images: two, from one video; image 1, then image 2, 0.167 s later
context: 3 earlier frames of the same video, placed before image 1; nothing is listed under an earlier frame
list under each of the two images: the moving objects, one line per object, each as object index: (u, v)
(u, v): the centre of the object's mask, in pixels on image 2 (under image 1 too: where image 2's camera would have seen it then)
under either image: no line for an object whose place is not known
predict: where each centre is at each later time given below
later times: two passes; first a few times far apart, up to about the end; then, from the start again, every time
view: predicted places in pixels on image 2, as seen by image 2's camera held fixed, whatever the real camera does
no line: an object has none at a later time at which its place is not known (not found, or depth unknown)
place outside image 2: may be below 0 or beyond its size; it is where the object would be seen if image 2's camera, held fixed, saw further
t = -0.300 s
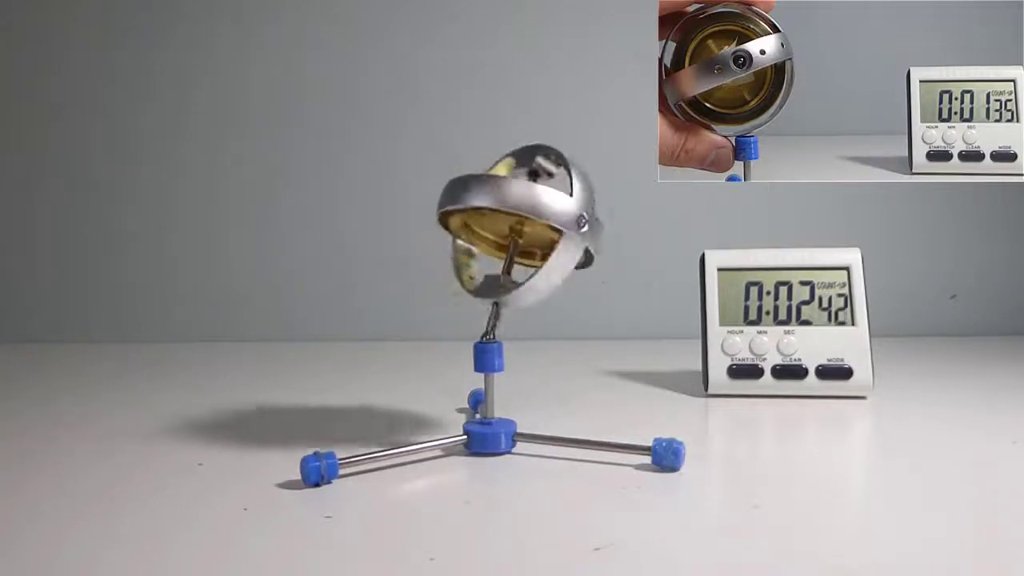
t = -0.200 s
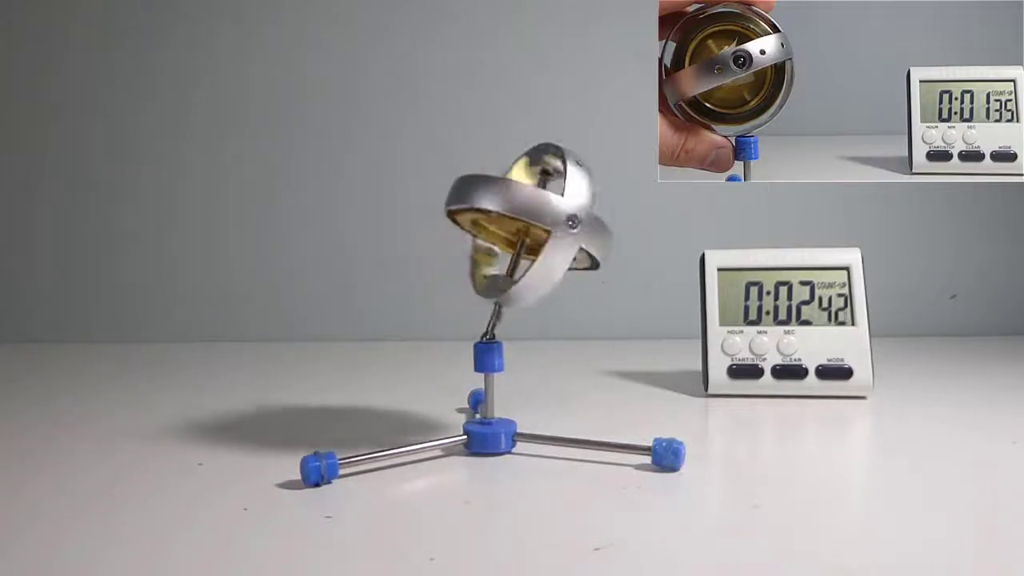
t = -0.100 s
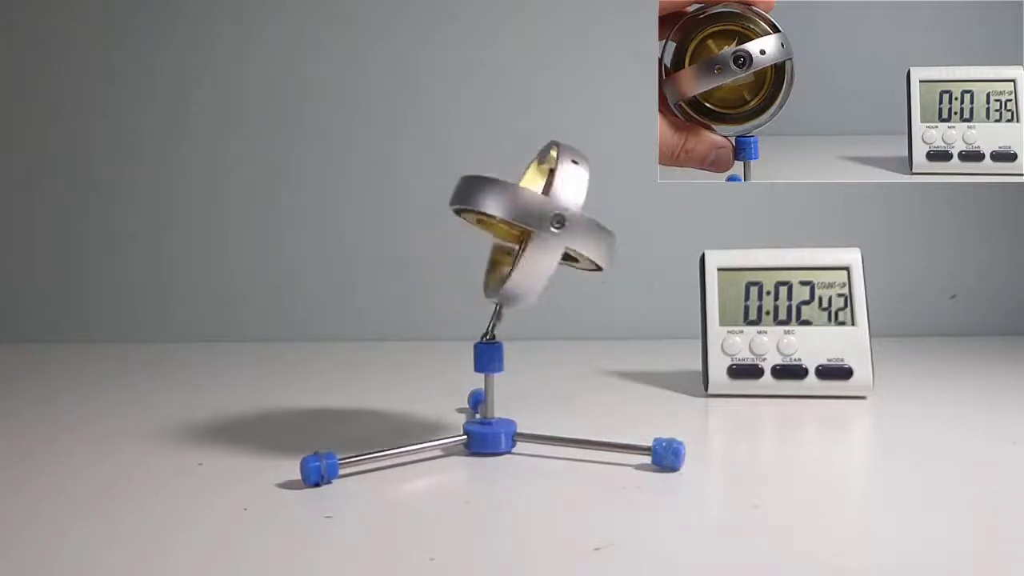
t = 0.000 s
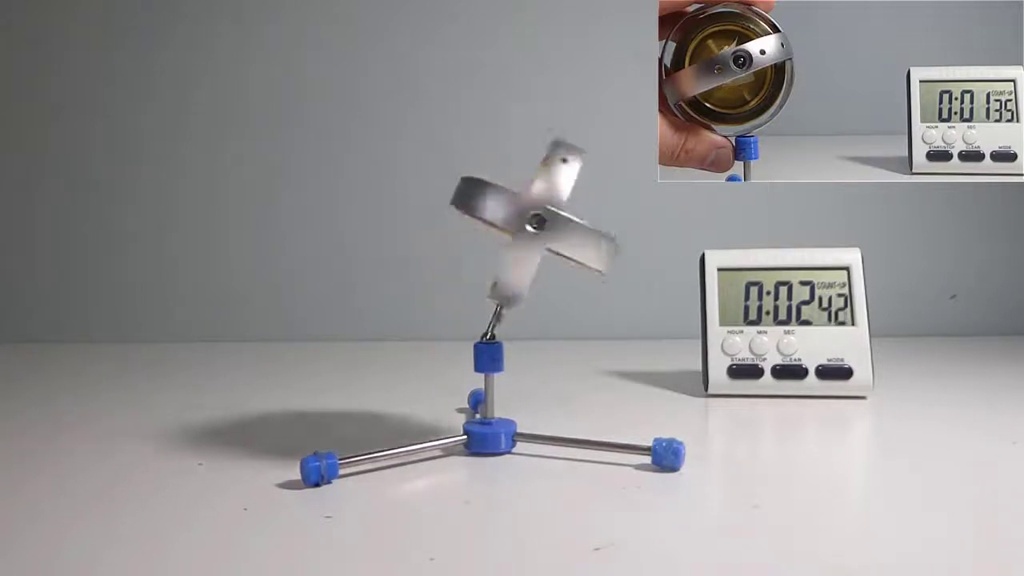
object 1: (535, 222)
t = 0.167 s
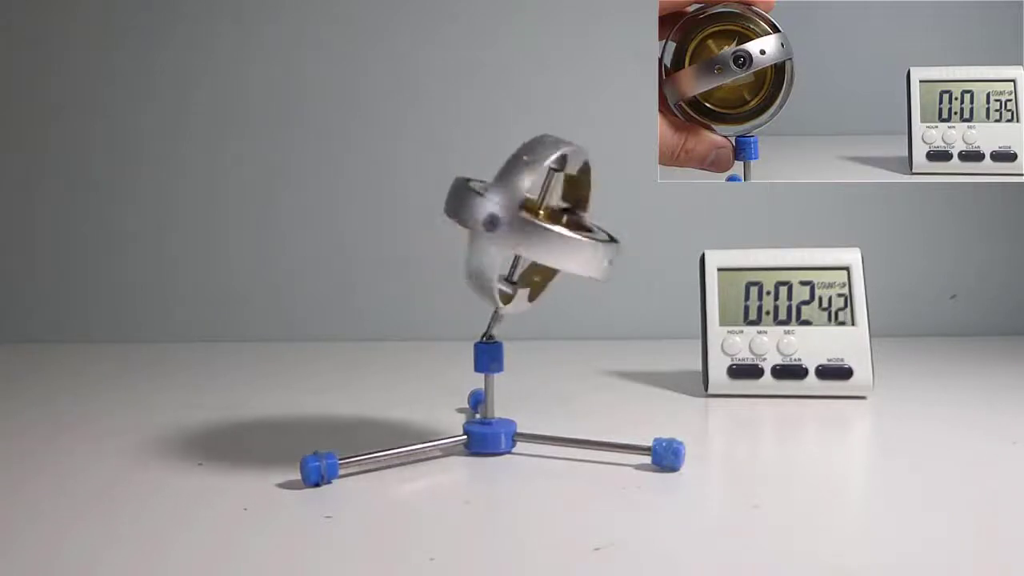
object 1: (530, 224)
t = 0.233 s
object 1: (525, 224)
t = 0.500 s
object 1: (498, 223)
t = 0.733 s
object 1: (467, 222)
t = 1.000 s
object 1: (442, 225)
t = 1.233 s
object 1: (434, 225)
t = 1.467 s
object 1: (449, 225)
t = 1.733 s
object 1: (478, 225)
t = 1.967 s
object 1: (507, 225)
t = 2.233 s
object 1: (531, 223)
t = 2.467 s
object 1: (532, 222)
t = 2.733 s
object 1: (515, 222)
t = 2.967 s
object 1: (487, 222)
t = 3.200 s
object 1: (459, 223)
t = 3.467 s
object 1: (436, 225)
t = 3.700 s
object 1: (439, 223)
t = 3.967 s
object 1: (463, 224)
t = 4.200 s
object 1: (492, 225)
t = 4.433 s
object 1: (517, 224)
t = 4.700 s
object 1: (531, 221)
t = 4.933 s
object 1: (526, 222)
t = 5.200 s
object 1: (503, 221)
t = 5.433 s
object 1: (472, 221)
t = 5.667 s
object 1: (449, 225)
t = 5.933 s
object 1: (436, 223)
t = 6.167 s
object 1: (450, 224)
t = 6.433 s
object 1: (479, 225)
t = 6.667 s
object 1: (506, 223)
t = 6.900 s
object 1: (525, 222)
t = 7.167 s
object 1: (528, 223)
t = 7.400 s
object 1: (517, 222)
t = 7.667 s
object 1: (486, 221)
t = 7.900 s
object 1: (458, 225)
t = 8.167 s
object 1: (437, 223)
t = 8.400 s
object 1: (444, 224)
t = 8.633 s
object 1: (465, 224)
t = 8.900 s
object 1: (496, 221)
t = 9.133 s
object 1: (517, 222)
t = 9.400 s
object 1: (530, 221)
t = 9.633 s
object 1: (524, 220)
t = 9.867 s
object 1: (500, 222)
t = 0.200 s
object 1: (528, 224)
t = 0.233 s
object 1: (525, 224)
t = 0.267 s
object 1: (523, 223)
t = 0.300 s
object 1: (520, 224)
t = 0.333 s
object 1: (517, 223)
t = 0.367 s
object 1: (514, 223)
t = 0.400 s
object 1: (510, 222)
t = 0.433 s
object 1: (507, 223)
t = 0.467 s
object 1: (502, 223)
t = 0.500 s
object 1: (498, 223)
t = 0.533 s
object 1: (494, 223)
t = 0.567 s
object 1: (490, 223)
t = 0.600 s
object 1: (486, 222)
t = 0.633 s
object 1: (481, 222)
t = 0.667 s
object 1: (477, 222)
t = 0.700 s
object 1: (473, 222)
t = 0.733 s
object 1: (467, 222)
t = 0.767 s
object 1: (463, 222)
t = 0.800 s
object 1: (460, 223)
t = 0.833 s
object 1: (456, 223)
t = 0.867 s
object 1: (453, 223)
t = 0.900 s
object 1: (450, 224)
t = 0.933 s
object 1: (447, 224)
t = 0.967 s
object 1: (445, 225)
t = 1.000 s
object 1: (442, 225)
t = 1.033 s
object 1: (440, 226)
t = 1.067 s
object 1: (439, 226)
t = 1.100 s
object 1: (436, 227)
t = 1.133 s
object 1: (435, 227)
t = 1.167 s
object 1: (434, 226)
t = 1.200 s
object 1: (434, 225)
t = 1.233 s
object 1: (434, 225)
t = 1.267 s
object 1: (435, 225)
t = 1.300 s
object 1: (436, 225)
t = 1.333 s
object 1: (437, 226)
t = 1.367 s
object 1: (440, 223)
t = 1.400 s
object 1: (443, 224)
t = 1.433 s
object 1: (446, 225)
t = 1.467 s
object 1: (449, 225)
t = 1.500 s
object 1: (452, 225)
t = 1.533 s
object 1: (455, 224)
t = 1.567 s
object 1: (459, 225)
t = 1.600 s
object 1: (462, 225)
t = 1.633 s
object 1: (466, 225)
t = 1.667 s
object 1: (469, 225)
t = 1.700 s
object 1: (473, 224)
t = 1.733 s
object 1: (478, 225)
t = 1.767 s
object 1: (482, 226)
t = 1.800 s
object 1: (486, 224)
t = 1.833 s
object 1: (491, 224)
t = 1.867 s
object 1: (495, 224)
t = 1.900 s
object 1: (500, 226)
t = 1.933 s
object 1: (503, 225)
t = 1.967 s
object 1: (507, 225)
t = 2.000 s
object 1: (511, 225)
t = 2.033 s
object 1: (514, 225)
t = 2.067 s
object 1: (518, 224)
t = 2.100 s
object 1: (521, 225)
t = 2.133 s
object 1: (524, 224)
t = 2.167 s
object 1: (527, 224)
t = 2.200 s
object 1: (529, 223)
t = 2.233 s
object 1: (531, 223)
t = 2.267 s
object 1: (533, 223)
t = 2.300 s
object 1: (534, 222)
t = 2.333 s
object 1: (534, 221)
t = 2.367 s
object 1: (533, 223)
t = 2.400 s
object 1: (534, 223)
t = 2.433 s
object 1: (533, 223)
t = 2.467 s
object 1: (532, 222)
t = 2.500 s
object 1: (531, 223)
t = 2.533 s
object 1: (529, 223)
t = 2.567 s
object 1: (528, 223)
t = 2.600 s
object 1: (526, 223)
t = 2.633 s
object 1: (523, 223)
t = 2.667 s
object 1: (521, 222)
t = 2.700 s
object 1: (518, 222)
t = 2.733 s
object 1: (515, 222)
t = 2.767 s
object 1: (512, 222)
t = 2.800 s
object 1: (508, 222)
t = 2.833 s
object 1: (504, 222)
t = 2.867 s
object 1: (500, 222)
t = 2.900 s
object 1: (496, 222)
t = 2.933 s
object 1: (491, 222)
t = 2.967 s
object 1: (487, 222)
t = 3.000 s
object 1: (483, 221)
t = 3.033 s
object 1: (478, 221)
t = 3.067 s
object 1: (473, 220)
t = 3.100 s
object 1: (468, 221)
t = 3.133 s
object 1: (465, 222)
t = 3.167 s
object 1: (461, 222)
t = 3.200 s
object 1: (459, 223)
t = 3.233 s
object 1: (455, 223)
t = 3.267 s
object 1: (452, 224)
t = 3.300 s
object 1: (449, 224)
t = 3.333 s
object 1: (446, 225)
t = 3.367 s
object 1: (444, 224)
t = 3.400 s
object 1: (441, 225)
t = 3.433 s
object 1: (439, 226)
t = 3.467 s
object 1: (436, 225)
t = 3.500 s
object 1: (436, 225)
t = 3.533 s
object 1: (435, 225)
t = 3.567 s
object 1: (434, 225)
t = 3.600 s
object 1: (435, 224)
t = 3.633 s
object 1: (436, 224)
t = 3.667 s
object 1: (437, 222)
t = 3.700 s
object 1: (439, 223)
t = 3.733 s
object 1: (442, 224)
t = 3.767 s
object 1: (444, 224)
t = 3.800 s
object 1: (447, 224)
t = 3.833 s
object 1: (450, 224)
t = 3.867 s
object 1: (453, 224)
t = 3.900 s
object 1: (456, 225)
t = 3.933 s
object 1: (460, 225)
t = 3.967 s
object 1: (463, 224)
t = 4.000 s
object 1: (467, 224)
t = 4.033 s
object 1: (471, 225)
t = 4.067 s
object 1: (474, 224)
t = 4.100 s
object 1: (479, 224)
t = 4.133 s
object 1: (483, 223)
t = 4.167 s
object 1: (487, 224)
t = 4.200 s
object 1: (492, 225)
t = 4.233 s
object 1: (496, 225)
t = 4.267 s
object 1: (499, 225)
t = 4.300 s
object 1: (503, 224)
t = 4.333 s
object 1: (507, 224)
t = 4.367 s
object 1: (510, 224)
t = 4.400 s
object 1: (514, 224)
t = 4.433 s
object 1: (517, 224)
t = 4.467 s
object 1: (521, 223)
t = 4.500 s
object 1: (523, 223)
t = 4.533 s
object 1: (525, 222)
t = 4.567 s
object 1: (528, 222)
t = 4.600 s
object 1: (529, 221)
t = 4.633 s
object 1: (530, 221)
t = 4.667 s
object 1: (531, 221)
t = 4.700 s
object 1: (531, 221)
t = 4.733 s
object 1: (530, 221)
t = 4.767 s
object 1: (531, 221)
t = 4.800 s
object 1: (530, 222)
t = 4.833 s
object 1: (530, 222)
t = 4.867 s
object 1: (529, 222)
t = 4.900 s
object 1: (528, 222)
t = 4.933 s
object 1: (526, 222)
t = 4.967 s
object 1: (524, 222)
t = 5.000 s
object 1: (522, 222)
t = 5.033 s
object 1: (520, 222)
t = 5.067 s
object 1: (517, 222)
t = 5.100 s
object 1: (514, 222)
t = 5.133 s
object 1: (510, 222)
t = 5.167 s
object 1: (507, 221)
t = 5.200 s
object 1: (503, 221)
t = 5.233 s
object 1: (499, 221)
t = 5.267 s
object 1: (495, 221)
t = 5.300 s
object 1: (490, 221)
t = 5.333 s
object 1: (485, 220)
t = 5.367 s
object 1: (480, 219)
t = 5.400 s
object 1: (475, 219)
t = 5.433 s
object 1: (472, 221)
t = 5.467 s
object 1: (468, 221)
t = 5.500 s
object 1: (465, 222)
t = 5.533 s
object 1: (461, 223)
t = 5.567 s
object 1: (458, 223)
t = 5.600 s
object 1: (455, 224)
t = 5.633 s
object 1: (452, 224)
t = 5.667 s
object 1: (449, 225)
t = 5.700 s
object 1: (446, 226)
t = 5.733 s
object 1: (443, 226)
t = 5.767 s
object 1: (441, 224)
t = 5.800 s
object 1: (438, 224)
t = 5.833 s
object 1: (436, 224)
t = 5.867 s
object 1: (436, 224)
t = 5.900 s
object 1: (435, 224)
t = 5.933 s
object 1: (436, 223)
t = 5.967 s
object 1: (437, 222)
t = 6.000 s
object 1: (438, 223)
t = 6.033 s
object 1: (440, 223)
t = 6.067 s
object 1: (442, 223)
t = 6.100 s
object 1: (445, 224)
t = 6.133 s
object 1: (448, 223)
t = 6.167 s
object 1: (450, 224)
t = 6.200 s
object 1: (453, 224)
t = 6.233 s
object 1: (452, 215)
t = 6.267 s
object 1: (455, 215)
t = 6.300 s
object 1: (460, 221)
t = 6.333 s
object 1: (464, 217)
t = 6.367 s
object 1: (471, 216)
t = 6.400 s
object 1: (475, 224)
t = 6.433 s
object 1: (479, 225)
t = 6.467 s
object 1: (484, 224)
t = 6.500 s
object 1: (487, 224)
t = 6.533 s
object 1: (491, 224)
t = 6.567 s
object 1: (495, 224)
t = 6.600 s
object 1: (499, 223)
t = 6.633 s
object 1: (502, 223)
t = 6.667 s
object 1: (506, 223)
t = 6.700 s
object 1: (510, 222)
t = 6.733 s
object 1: (513, 222)
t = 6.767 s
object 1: (517, 222)
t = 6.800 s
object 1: (520, 221)
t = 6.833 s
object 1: (523, 221)
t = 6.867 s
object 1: (524, 221)
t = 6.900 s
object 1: (525, 222)
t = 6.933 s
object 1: (527, 221)
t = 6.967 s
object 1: (528, 221)
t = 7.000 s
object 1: (529, 221)
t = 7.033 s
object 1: (529, 221)
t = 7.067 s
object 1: (529, 221)
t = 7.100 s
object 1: (529, 221)
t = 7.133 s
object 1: (529, 221)
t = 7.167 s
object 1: (528, 223)
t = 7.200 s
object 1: (528, 222)
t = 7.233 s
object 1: (528, 222)
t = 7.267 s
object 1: (526, 222)
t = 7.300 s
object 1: (524, 222)
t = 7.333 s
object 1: (522, 222)
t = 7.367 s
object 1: (520, 222)
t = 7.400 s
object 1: (517, 222)
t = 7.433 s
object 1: (509, 225)
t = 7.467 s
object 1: (511, 221)
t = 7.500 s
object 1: (508, 221)
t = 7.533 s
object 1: (503, 220)
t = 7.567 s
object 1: (499, 220)
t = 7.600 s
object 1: (495, 220)
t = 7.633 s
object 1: (490, 220)
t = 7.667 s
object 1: (486, 221)
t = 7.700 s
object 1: (481, 221)
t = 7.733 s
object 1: (477, 222)
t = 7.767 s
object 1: (473, 222)
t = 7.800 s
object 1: (469, 223)
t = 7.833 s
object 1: (465, 224)
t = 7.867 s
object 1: (461, 225)
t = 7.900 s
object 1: (458, 225)
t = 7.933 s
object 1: (453, 225)
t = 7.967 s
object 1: (450, 224)
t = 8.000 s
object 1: (447, 224)
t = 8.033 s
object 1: (444, 222)
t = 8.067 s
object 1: (442, 222)
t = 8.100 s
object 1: (440, 223)
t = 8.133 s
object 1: (438, 223)
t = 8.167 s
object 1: (437, 223)
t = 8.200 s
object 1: (438, 223)
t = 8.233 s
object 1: (438, 223)
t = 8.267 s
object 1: (439, 223)
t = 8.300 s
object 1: (441, 223)
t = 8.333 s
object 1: (442, 223)
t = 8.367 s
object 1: (442, 224)
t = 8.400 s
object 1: (444, 224)
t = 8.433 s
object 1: (446, 223)
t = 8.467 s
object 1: (448, 223)
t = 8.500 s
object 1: (452, 223)
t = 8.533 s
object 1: (455, 224)
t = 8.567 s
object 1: (458, 224)
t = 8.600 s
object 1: (463, 224)
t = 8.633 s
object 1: (465, 224)
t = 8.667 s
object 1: (469, 224)
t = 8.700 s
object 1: (473, 223)
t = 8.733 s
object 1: (477, 223)
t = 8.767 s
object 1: (481, 223)
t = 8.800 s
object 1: (484, 222)
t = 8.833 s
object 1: (488, 222)
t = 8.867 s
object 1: (492, 221)
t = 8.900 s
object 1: (496, 221)
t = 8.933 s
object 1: (499, 220)
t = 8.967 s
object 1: (503, 220)
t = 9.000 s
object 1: (506, 220)
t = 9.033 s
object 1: (510, 221)
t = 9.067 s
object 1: (513, 221)
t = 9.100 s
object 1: (515, 221)
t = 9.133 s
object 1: (517, 222)
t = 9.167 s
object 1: (520, 222)
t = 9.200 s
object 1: (522, 222)
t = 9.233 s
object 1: (523, 221)
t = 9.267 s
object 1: (525, 222)
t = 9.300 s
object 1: (526, 221)
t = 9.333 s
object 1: (528, 221)
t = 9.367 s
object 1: (529, 221)
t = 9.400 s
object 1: (530, 221)
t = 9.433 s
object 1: (530, 221)
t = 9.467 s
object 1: (530, 221)
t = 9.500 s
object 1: (530, 221)
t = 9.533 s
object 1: (529, 221)
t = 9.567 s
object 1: (528, 221)
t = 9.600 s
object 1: (526, 220)
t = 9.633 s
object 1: (524, 220)
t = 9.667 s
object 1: (522, 220)
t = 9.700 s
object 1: (518, 220)
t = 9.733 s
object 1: (516, 221)
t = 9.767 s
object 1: (513, 221)
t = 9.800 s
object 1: (509, 222)
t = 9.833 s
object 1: (504, 221)
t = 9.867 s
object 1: (500, 222)
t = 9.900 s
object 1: (495, 223)
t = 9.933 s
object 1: (491, 224)
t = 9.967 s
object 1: (485, 224)
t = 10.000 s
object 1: (481, 222)
